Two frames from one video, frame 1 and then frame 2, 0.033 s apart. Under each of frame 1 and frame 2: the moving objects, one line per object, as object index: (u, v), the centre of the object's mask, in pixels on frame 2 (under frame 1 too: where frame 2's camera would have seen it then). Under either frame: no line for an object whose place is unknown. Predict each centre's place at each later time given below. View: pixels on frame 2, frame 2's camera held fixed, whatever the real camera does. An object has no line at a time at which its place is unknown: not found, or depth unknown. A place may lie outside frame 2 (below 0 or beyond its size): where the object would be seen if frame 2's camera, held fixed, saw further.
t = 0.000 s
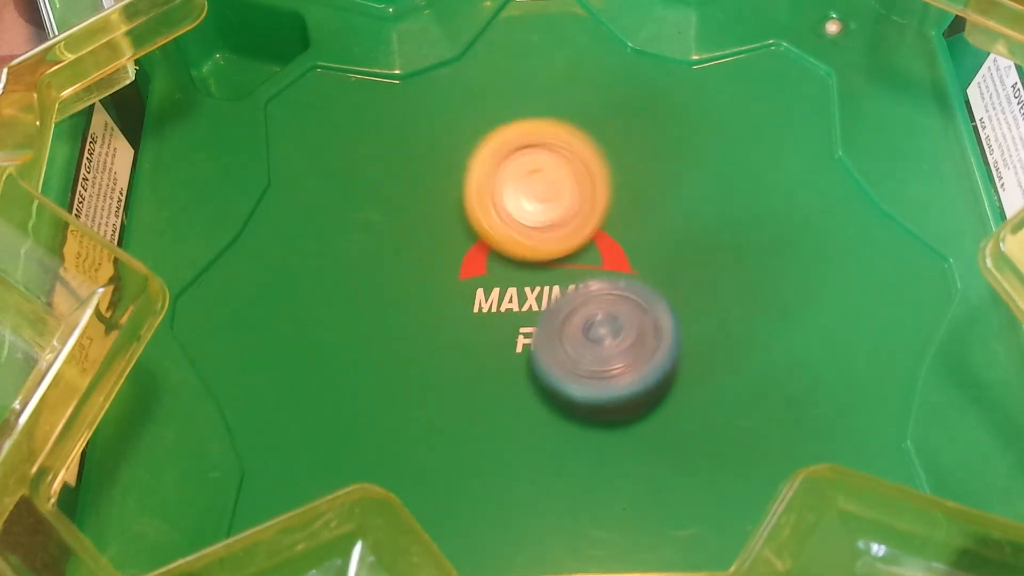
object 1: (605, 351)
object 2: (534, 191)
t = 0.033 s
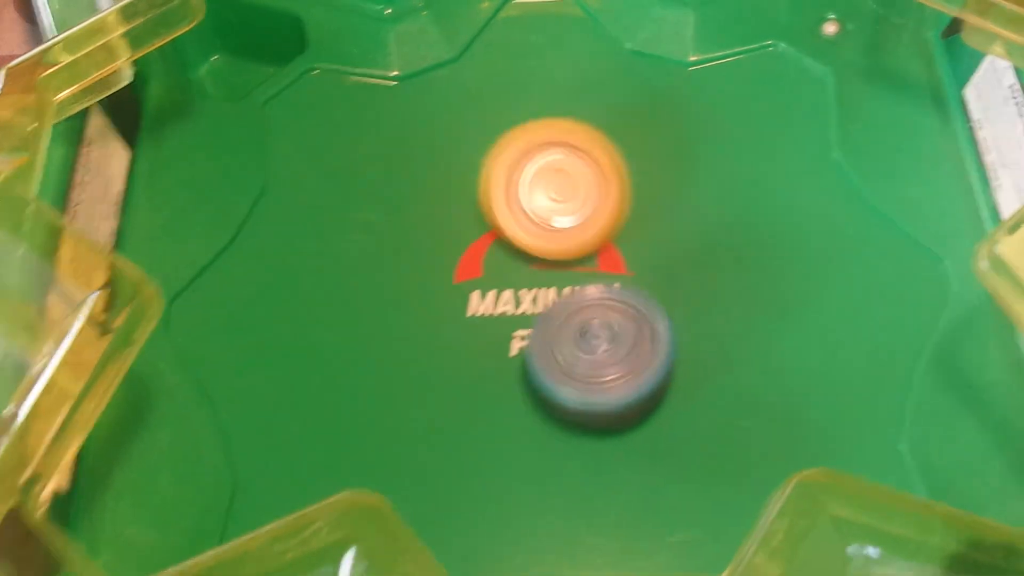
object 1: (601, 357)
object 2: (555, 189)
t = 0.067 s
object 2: (578, 187)
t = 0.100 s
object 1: (593, 365)
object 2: (599, 186)
